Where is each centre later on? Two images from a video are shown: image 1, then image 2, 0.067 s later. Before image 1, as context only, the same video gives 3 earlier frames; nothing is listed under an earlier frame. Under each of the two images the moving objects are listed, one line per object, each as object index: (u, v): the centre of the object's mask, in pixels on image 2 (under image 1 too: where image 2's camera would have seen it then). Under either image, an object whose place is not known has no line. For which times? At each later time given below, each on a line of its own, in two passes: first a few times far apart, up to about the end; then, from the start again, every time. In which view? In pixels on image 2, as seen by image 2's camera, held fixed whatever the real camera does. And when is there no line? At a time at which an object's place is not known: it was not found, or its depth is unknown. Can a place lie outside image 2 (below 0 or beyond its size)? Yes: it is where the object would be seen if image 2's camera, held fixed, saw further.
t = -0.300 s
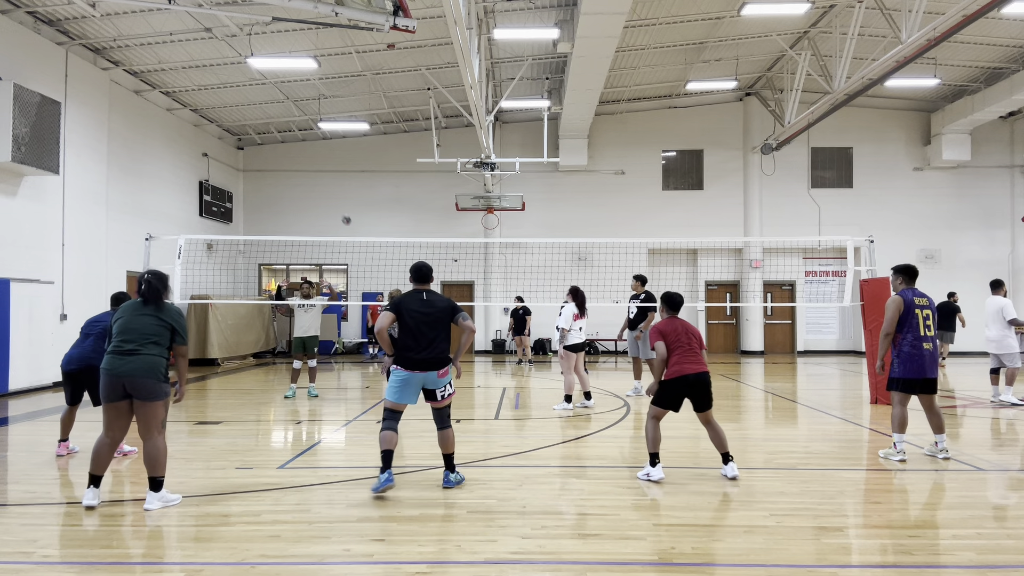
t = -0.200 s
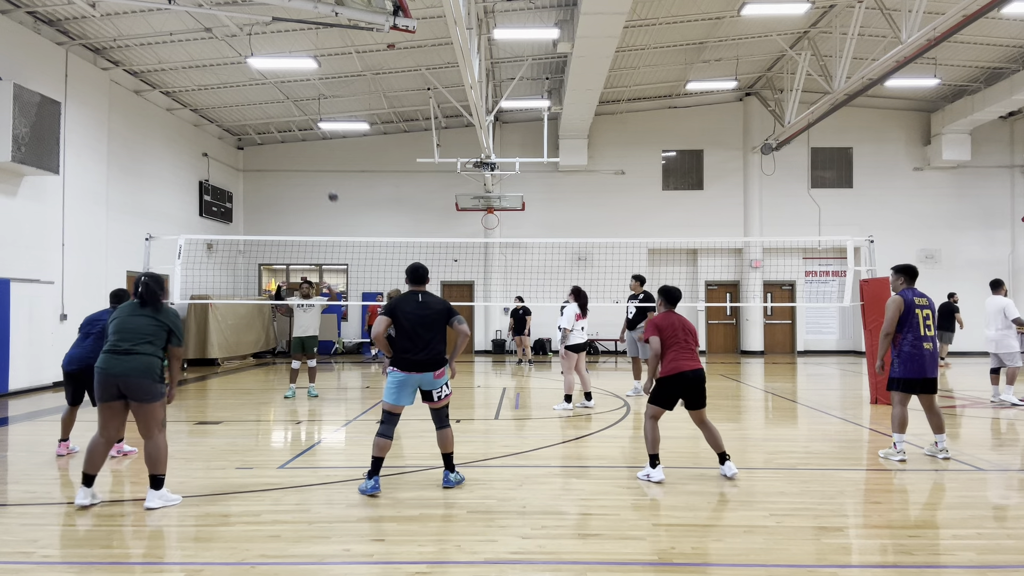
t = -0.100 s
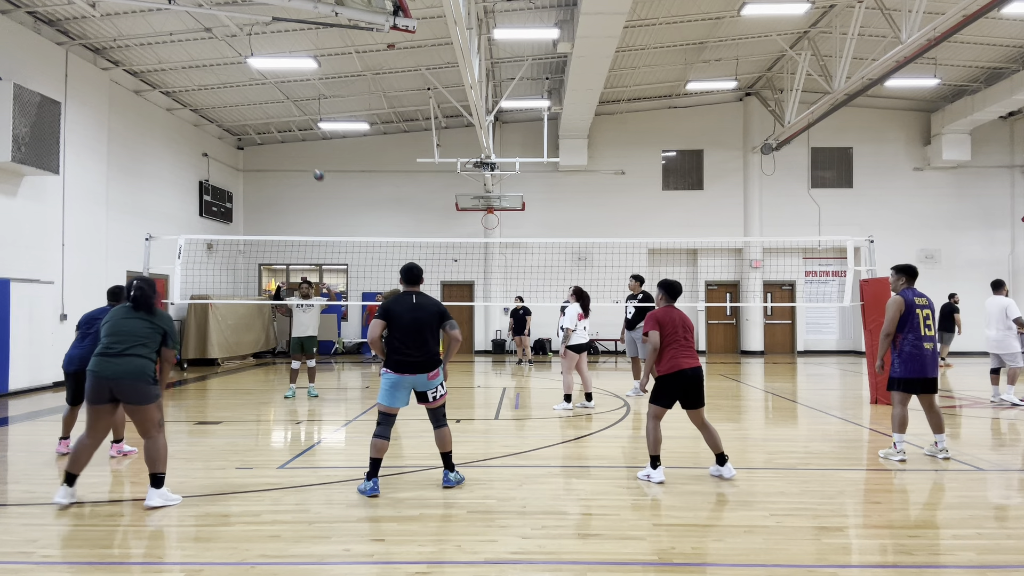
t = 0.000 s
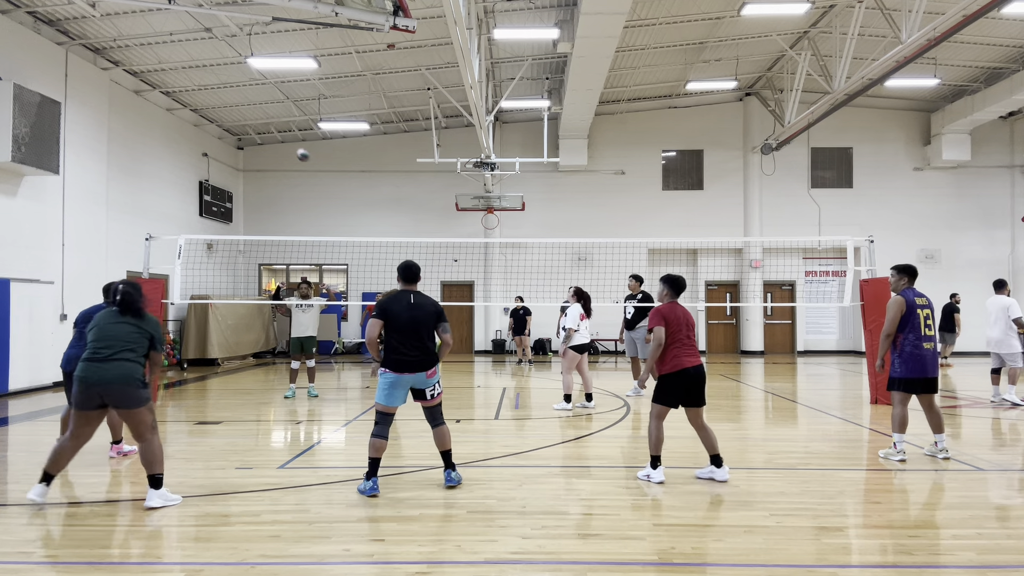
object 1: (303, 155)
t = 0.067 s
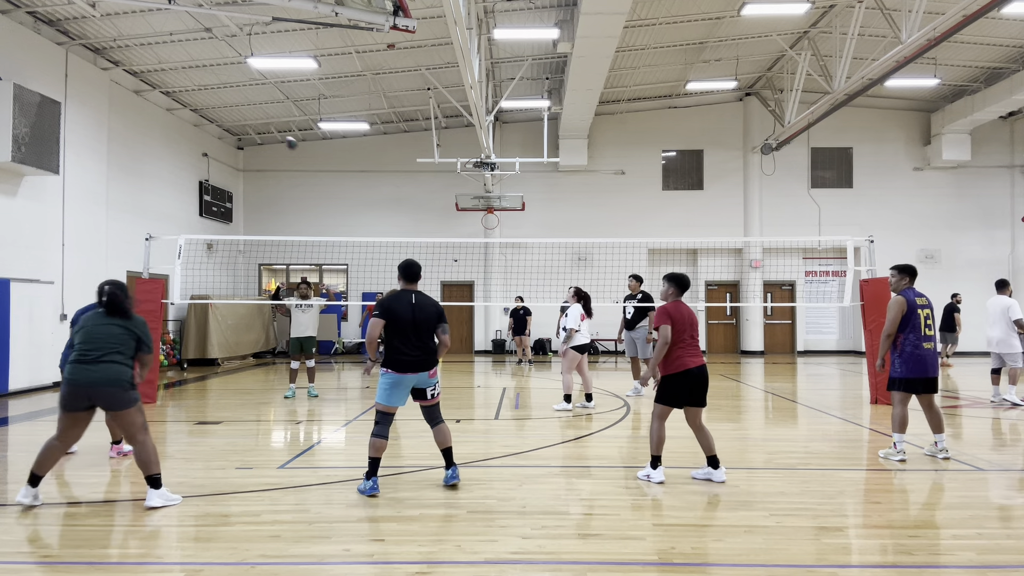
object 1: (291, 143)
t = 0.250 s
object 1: (247, 120)
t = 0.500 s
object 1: (163, 113)
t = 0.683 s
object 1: (65, 147)
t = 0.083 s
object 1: (287, 140)
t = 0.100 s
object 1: (283, 137)
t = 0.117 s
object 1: (279, 134)
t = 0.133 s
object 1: (275, 132)
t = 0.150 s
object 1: (271, 130)
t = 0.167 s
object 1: (267, 128)
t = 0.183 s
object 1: (263, 127)
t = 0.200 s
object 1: (259, 125)
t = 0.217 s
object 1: (255, 123)
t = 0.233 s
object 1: (251, 121)
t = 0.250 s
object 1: (247, 120)
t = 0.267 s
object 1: (243, 118)
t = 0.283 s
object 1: (238, 117)
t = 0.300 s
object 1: (233, 116)
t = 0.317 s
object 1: (229, 113)
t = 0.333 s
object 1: (223, 112)
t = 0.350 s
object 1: (218, 111)
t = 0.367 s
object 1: (213, 110)
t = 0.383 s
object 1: (207, 110)
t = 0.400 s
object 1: (202, 110)
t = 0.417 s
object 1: (195, 110)
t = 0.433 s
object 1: (190, 110)
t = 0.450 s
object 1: (183, 110)
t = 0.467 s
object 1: (177, 110)
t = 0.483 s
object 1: (170, 111)
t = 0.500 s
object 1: (163, 113)
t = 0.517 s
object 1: (157, 113)
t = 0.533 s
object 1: (148, 115)
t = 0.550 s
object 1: (140, 117)
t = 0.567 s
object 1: (133, 119)
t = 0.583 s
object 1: (125, 122)
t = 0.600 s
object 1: (116, 125)
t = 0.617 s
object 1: (108, 128)
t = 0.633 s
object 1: (98, 132)
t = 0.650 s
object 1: (88, 136)
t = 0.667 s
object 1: (77, 141)
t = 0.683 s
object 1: (65, 147)
